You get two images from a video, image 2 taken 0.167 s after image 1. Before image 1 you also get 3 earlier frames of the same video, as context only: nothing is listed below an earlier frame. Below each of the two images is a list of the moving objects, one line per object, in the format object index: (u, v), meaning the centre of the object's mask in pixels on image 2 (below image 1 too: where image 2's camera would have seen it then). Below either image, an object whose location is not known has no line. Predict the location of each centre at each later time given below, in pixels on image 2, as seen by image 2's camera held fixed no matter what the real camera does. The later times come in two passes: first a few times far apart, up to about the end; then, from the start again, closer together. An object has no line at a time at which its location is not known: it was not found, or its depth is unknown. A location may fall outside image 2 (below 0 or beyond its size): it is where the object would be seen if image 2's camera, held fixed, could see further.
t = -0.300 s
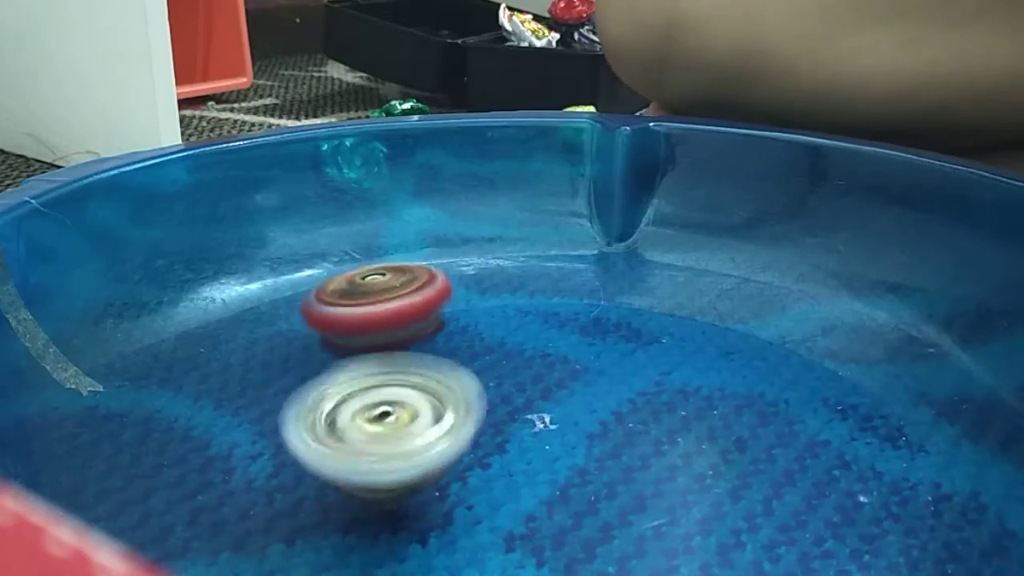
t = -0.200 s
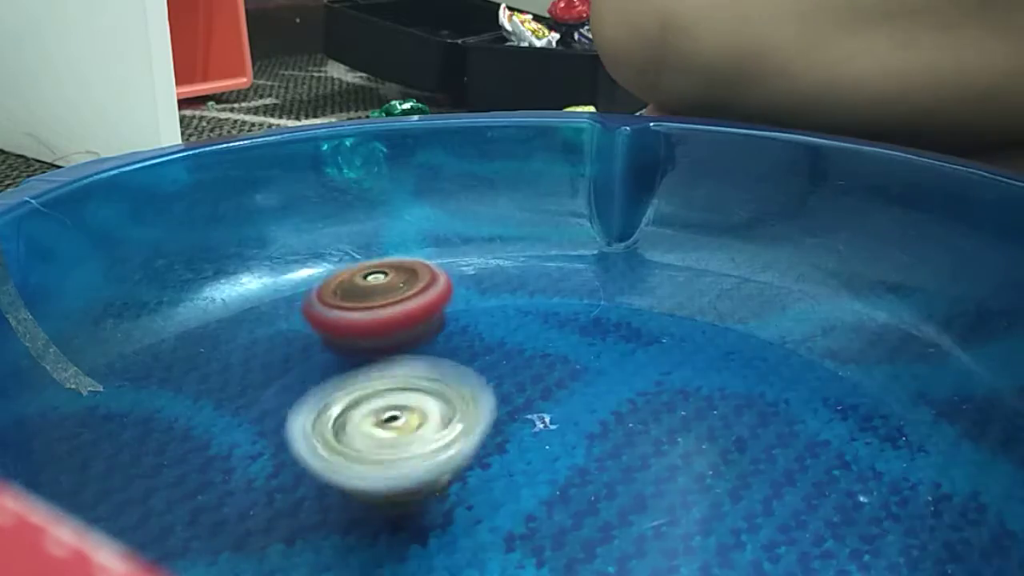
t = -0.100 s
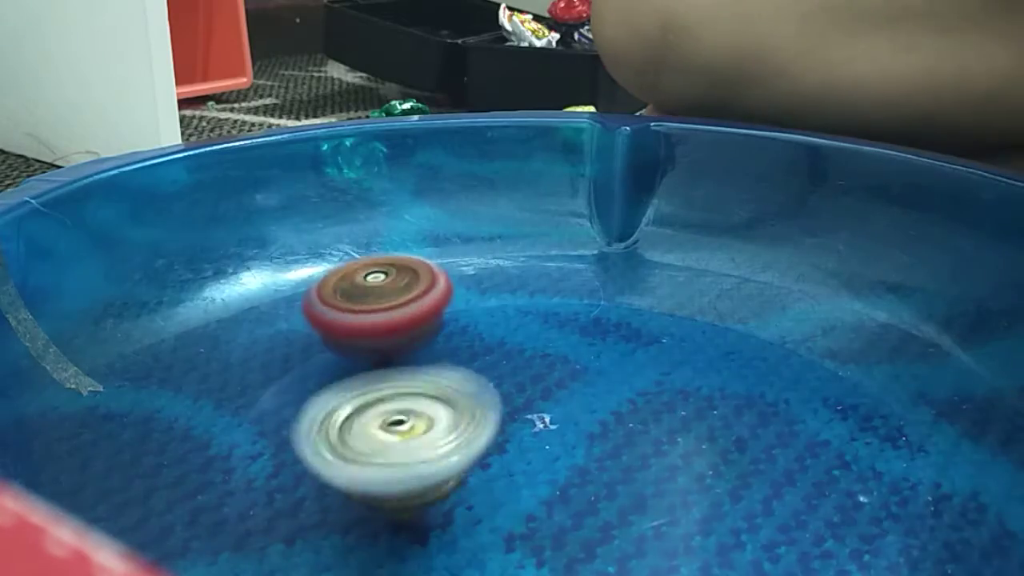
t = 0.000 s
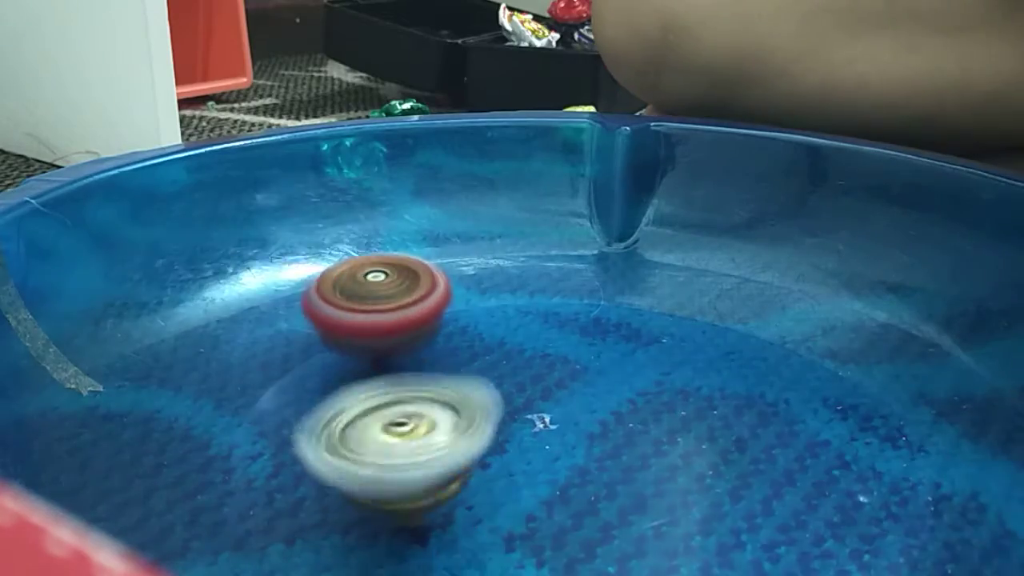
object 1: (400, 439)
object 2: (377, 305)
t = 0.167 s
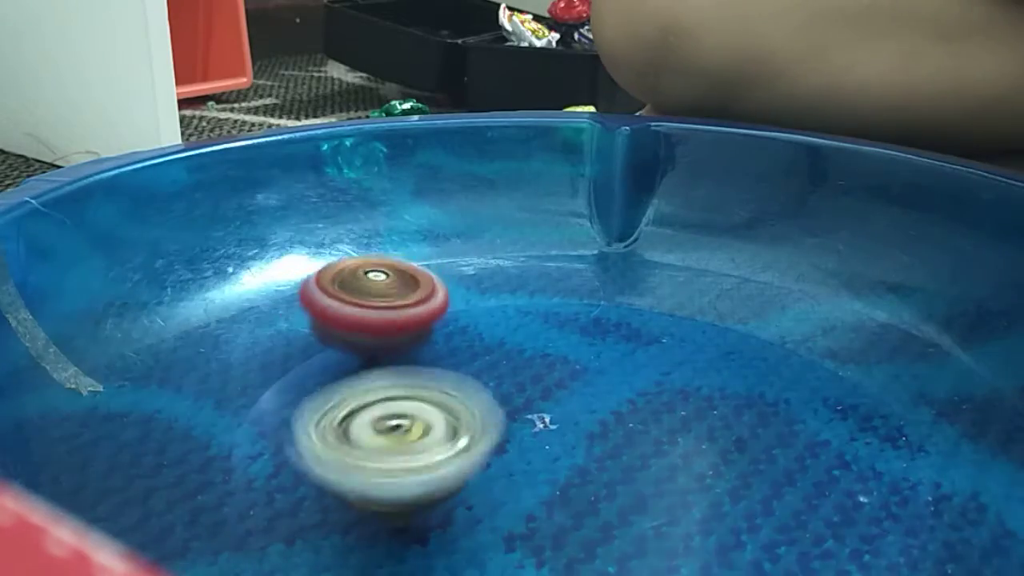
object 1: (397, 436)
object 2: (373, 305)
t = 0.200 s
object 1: (390, 440)
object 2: (373, 304)
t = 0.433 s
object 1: (363, 428)
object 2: (375, 308)
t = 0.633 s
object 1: (342, 422)
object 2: (383, 307)
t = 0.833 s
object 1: (331, 408)
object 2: (388, 303)
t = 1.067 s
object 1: (341, 389)
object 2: (388, 295)
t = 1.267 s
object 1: (369, 373)
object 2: (385, 292)
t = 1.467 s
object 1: (402, 369)
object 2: (382, 293)
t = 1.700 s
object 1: (433, 361)
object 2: (390, 293)
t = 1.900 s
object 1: (448, 355)
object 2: (391, 289)
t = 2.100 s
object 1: (453, 353)
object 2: (388, 289)
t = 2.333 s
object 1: (454, 348)
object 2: (383, 291)
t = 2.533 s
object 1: (462, 353)
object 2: (384, 295)
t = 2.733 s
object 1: (446, 366)
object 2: (387, 293)
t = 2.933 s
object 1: (400, 369)
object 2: (394, 290)
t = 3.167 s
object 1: (364, 354)
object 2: (399, 284)
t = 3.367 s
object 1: (292, 414)
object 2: (408, 272)
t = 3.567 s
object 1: (289, 389)
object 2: (432, 272)
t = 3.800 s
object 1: (310, 403)
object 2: (433, 274)
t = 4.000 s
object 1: (286, 417)
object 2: (438, 275)
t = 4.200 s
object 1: (286, 412)
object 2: (441, 271)
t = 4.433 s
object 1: (329, 383)
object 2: (439, 270)
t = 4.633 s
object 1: (374, 369)
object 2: (440, 272)
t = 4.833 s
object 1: (376, 360)
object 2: (443, 274)
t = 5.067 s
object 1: (375, 358)
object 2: (445, 271)
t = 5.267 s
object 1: (377, 359)
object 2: (445, 270)
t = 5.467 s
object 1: (377, 369)
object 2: (446, 272)
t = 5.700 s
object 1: (377, 368)
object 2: (449, 272)
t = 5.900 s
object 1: (377, 368)
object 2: (450, 270)
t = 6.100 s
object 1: (377, 368)
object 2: (450, 269)
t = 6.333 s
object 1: (377, 368)
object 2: (450, 272)
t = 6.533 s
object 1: (377, 368)
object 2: (452, 272)
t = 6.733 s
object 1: (377, 368)
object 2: (453, 270)
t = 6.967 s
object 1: (377, 368)
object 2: (454, 270)
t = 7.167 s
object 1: (377, 369)
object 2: (454, 272)
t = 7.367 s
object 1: (377, 368)
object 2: (456, 272)
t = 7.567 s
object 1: (377, 368)
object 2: (457, 270)
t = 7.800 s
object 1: (377, 368)
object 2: (457, 270)
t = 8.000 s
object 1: (377, 369)
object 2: (458, 273)
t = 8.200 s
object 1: (377, 369)
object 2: (459, 271)
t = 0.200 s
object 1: (390, 440)
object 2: (373, 304)
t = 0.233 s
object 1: (392, 440)
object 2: (372, 305)
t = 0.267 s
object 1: (392, 435)
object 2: (372, 305)
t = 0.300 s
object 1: (385, 435)
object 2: (372, 306)
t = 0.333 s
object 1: (380, 433)
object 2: (372, 306)
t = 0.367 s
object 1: (377, 431)
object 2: (373, 307)
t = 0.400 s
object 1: (370, 429)
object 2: (374, 307)
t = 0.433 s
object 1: (363, 428)
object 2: (375, 308)
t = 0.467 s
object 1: (360, 428)
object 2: (376, 308)
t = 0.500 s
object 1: (355, 426)
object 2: (377, 308)
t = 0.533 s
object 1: (350, 425)
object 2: (379, 308)
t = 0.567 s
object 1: (348, 424)
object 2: (380, 308)
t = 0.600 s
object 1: (343, 422)
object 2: (381, 308)
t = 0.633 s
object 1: (342, 422)
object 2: (383, 307)
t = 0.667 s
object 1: (341, 419)
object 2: (383, 307)
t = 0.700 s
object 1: (337, 417)
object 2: (385, 306)
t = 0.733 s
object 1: (336, 416)
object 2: (386, 306)
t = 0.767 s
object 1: (336, 412)
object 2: (388, 305)
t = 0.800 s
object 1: (332, 409)
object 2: (388, 302)
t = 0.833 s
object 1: (331, 408)
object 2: (388, 303)
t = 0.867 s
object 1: (334, 406)
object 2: (388, 302)
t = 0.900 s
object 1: (334, 401)
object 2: (389, 300)
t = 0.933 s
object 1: (332, 399)
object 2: (389, 298)
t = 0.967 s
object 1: (333, 400)
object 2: (388, 300)
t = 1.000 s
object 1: (341, 394)
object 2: (389, 298)
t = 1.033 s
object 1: (342, 390)
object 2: (388, 295)
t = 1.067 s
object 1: (341, 389)
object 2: (388, 295)
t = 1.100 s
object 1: (344, 386)
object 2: (387, 295)
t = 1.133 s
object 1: (354, 381)
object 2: (386, 294)
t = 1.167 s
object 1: (358, 379)
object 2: (387, 292)
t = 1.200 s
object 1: (359, 375)
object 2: (386, 290)
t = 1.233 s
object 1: (361, 375)
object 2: (384, 292)
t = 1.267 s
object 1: (369, 373)
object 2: (385, 292)
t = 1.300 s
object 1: (376, 370)
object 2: (386, 289)
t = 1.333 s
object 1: (376, 370)
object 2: (383, 289)
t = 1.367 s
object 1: (378, 371)
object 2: (382, 292)
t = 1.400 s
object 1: (389, 370)
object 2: (383, 292)
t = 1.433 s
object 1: (396, 369)
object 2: (383, 292)
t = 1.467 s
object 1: (402, 369)
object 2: (382, 293)
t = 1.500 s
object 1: (410, 366)
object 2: (383, 293)
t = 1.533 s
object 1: (418, 367)
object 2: (384, 295)
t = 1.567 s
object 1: (421, 365)
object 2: (385, 293)
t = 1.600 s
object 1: (424, 364)
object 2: (386, 293)
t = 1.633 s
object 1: (429, 364)
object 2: (389, 294)
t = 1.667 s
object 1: (432, 362)
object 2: (389, 292)
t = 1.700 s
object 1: (433, 361)
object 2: (390, 293)
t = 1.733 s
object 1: (437, 362)
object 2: (392, 293)
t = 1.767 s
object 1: (440, 360)
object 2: (392, 292)
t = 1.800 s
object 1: (440, 358)
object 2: (392, 291)
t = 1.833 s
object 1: (442, 360)
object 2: (394, 292)
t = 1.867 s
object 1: (447, 359)
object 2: (393, 291)
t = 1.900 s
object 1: (448, 355)
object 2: (391, 289)
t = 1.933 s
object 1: (445, 356)
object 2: (392, 289)
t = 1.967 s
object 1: (444, 357)
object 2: (393, 289)
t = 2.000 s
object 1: (446, 354)
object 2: (391, 288)
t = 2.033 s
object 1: (445, 355)
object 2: (391, 289)
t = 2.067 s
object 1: (448, 356)
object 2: (391, 290)
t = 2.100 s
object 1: (453, 353)
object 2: (388, 289)
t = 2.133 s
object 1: (451, 352)
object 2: (387, 289)
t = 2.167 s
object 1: (449, 353)
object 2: (387, 289)
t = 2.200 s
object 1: (451, 351)
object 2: (386, 289)
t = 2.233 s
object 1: (452, 351)
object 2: (385, 290)
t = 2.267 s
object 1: (454, 350)
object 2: (383, 290)
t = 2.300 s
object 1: (454, 348)
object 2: (383, 290)
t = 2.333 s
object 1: (454, 348)
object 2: (383, 291)
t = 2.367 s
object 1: (457, 346)
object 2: (381, 292)
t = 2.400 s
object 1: (457, 343)
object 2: (380, 292)
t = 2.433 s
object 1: (457, 345)
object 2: (382, 293)
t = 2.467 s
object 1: (456, 348)
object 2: (383, 294)
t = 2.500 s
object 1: (459, 352)
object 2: (384, 295)
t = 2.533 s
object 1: (462, 353)
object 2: (384, 295)
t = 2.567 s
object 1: (462, 356)
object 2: (384, 295)
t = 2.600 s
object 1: (458, 359)
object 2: (385, 295)
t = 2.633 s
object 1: (455, 363)
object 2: (387, 296)
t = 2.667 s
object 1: (454, 366)
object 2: (388, 297)
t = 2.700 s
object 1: (452, 367)
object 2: (388, 295)
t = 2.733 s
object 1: (446, 366)
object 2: (387, 293)
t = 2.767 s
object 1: (439, 368)
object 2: (389, 295)
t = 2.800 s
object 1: (433, 372)
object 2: (390, 295)
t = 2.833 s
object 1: (429, 371)
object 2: (392, 292)
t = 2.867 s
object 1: (422, 369)
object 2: (392, 290)
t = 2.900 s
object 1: (412, 368)
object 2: (393, 289)
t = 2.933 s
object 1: (400, 369)
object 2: (394, 290)
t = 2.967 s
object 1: (393, 370)
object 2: (394, 291)
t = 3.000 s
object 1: (389, 370)
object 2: (396, 292)
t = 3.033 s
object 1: (385, 366)
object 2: (398, 290)
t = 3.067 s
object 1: (382, 362)
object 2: (399, 287)
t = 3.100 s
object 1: (376, 358)
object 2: (399, 285)
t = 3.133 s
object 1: (368, 356)
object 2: (398, 285)
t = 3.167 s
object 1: (364, 354)
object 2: (399, 284)
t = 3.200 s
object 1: (347, 369)
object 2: (403, 282)
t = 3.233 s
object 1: (332, 397)
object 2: (405, 282)
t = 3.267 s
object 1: (319, 404)
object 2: (407, 278)
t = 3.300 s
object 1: (306, 415)
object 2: (408, 275)
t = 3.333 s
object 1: (296, 418)
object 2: (408, 273)
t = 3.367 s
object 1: (292, 414)
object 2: (408, 272)
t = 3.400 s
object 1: (288, 408)
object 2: (409, 270)
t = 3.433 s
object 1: (284, 404)
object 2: (414, 268)
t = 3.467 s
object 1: (281, 400)
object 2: (420, 268)
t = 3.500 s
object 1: (281, 396)
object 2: (425, 269)
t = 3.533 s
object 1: (283, 392)
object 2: (429, 271)
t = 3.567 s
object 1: (289, 389)
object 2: (432, 272)
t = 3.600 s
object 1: (297, 387)
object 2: (433, 272)
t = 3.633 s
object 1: (307, 384)
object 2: (434, 272)
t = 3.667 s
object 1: (317, 381)
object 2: (433, 272)
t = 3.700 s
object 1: (323, 383)
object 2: (433, 273)
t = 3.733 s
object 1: (323, 387)
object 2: (433, 273)
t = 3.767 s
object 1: (319, 394)
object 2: (433, 274)
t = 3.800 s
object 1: (310, 403)
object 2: (433, 274)
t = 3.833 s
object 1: (303, 416)
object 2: (434, 274)
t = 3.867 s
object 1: (305, 421)
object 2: (434, 274)
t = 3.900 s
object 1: (300, 423)
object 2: (435, 275)
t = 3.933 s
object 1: (295, 418)
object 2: (436, 275)
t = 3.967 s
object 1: (292, 417)
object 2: (437, 275)
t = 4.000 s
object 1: (286, 417)
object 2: (438, 275)
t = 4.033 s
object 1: (280, 417)
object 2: (439, 274)
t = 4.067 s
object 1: (283, 423)
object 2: (440, 273)
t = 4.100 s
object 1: (278, 428)
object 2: (440, 273)
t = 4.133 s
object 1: (280, 423)
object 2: (441, 272)
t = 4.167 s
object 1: (283, 418)
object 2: (441, 271)
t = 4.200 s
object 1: (286, 412)
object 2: (441, 271)
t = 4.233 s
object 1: (291, 408)
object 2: (441, 271)
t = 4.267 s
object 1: (293, 404)
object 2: (440, 271)
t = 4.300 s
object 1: (296, 398)
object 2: (440, 270)
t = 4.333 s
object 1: (303, 394)
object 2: (440, 270)
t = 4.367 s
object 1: (311, 389)
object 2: (440, 270)
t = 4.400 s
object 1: (320, 386)
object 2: (440, 270)
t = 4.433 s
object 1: (329, 383)
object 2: (439, 270)
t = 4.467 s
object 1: (338, 381)
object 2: (439, 270)
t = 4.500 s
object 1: (347, 378)
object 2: (439, 271)
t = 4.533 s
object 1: (356, 376)
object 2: (439, 270)
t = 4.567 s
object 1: (364, 374)
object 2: (439, 271)
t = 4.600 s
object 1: (370, 371)
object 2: (439, 272)
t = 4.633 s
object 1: (374, 369)
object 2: (440, 272)
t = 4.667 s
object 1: (379, 367)
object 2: (440, 272)
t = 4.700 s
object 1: (379, 362)
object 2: (440, 273)
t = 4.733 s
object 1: (379, 359)
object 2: (441, 273)
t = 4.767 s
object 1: (377, 361)
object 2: (442, 273)
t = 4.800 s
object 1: (377, 360)
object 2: (442, 274)
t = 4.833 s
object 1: (376, 360)
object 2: (443, 274)
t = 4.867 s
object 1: (376, 359)
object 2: (443, 273)
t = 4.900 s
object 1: (376, 358)
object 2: (444, 273)
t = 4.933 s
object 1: (376, 358)
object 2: (444, 273)
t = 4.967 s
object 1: (376, 357)
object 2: (444, 272)
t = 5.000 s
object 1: (376, 358)
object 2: (445, 272)
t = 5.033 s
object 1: (376, 357)
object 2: (445, 271)
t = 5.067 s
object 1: (375, 358)
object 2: (445, 271)
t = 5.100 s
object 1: (376, 358)
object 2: (445, 270)
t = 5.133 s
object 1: (376, 358)
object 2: (445, 270)
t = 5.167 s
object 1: (376, 358)
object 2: (445, 269)
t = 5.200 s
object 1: (376, 358)
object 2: (445, 269)
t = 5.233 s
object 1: (376, 359)
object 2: (445, 270)
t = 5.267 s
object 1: (377, 359)
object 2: (445, 270)
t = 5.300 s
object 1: (377, 360)
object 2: (445, 270)
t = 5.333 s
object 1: (378, 361)
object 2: (445, 270)
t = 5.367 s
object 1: (379, 363)
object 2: (445, 270)
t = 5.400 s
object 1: (379, 365)
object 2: (445, 271)
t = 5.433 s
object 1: (379, 368)
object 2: (445, 271)
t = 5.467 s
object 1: (377, 369)
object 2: (446, 272)
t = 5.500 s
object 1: (377, 369)
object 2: (446, 272)
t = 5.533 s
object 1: (377, 367)
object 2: (446, 272)
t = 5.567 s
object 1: (377, 367)
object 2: (446, 272)
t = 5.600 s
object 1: (377, 367)
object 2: (447, 272)
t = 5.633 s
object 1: (377, 367)
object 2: (448, 272)
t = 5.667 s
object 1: (377, 368)
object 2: (448, 272)
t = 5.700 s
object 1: (377, 368)
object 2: (449, 272)
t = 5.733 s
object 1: (377, 368)
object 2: (449, 272)
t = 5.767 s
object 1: (377, 368)
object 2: (449, 272)
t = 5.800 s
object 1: (377, 368)
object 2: (449, 271)
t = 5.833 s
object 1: (377, 368)
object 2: (450, 271)
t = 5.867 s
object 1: (377, 368)
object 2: (450, 270)
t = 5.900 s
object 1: (377, 368)
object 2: (450, 270)
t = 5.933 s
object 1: (377, 368)
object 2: (449, 269)
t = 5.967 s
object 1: (377, 368)
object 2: (450, 269)
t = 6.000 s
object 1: (377, 368)
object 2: (449, 269)
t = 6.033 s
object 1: (377, 368)
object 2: (450, 269)
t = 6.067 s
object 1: (377, 368)
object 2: (450, 269)
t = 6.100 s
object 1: (377, 368)
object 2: (450, 269)
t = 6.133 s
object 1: (377, 368)
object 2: (450, 269)
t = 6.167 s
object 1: (377, 368)
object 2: (450, 270)
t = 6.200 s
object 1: (377, 368)
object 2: (450, 270)
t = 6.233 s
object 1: (377, 369)
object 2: (450, 271)
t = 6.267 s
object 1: (377, 368)
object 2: (450, 271)
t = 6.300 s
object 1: (377, 368)
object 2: (450, 271)
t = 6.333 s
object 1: (377, 368)
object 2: (450, 272)
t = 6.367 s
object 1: (377, 368)
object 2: (450, 272)
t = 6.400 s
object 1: (377, 368)
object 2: (451, 273)
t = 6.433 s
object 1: (377, 368)
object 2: (451, 273)
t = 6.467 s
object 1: (377, 368)
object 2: (451, 273)
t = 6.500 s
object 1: (377, 368)
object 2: (452, 273)
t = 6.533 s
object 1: (377, 368)
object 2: (452, 272)
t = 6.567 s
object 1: (377, 368)
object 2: (452, 272)
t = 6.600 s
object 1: (377, 368)
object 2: (453, 272)
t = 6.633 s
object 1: (377, 368)
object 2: (453, 271)
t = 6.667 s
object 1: (377, 368)
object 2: (454, 271)
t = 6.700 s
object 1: (377, 368)
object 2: (454, 270)
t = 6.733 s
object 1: (377, 368)
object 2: (453, 270)
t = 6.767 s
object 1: (377, 368)
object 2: (453, 270)
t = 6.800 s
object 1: (377, 368)
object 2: (453, 270)
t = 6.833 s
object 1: (377, 368)
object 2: (453, 270)
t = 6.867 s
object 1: (377, 368)
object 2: (453, 270)
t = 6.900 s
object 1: (377, 368)
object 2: (454, 270)
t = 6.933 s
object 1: (377, 368)
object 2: (454, 270)
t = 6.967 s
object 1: (377, 368)
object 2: (454, 270)
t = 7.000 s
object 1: (377, 368)
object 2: (454, 271)
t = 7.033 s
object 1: (377, 368)
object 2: (454, 271)
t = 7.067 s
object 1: (377, 368)
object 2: (453, 272)
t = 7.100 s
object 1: (377, 369)
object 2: (454, 272)
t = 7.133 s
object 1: (377, 369)
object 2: (454, 272)
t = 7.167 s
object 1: (377, 369)
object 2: (454, 272)
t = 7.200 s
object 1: (377, 368)
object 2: (455, 273)
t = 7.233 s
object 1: (377, 368)
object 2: (455, 273)
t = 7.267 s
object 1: (377, 368)
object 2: (455, 273)
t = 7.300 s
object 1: (377, 368)
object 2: (455, 273)
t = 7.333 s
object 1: (377, 368)
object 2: (456, 272)
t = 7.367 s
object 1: (377, 368)
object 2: (456, 272)
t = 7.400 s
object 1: (377, 368)
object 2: (456, 272)
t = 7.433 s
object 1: (377, 368)
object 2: (456, 271)
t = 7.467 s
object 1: (377, 368)
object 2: (456, 270)
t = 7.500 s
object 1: (377, 368)
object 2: (456, 270)
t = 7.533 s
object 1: (377, 368)
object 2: (457, 270)
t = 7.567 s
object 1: (377, 368)
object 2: (457, 270)
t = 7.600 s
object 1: (377, 369)
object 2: (457, 270)
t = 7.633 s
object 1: (377, 369)
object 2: (457, 270)
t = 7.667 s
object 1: (377, 369)
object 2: (456, 270)
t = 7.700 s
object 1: (377, 369)
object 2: (457, 270)
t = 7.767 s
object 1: (377, 369)
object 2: (457, 270)
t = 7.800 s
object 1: (377, 368)
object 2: (457, 270)
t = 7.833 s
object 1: (377, 369)
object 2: (457, 271)
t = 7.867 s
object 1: (377, 369)
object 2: (457, 271)
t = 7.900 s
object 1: (377, 369)
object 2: (457, 272)
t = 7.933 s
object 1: (377, 369)
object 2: (457, 273)
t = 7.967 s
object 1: (377, 369)
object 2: (458, 273)
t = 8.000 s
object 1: (377, 369)
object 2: (458, 273)
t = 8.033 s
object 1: (377, 369)
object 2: (458, 273)
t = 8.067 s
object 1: (377, 369)
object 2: (458, 273)
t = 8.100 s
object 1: (377, 369)
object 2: (458, 273)
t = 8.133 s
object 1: (377, 369)
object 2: (459, 272)
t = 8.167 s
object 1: (377, 369)
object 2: (458, 272)
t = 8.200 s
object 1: (377, 369)
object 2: (459, 271)
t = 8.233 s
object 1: (377, 369)
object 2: (459, 271)
